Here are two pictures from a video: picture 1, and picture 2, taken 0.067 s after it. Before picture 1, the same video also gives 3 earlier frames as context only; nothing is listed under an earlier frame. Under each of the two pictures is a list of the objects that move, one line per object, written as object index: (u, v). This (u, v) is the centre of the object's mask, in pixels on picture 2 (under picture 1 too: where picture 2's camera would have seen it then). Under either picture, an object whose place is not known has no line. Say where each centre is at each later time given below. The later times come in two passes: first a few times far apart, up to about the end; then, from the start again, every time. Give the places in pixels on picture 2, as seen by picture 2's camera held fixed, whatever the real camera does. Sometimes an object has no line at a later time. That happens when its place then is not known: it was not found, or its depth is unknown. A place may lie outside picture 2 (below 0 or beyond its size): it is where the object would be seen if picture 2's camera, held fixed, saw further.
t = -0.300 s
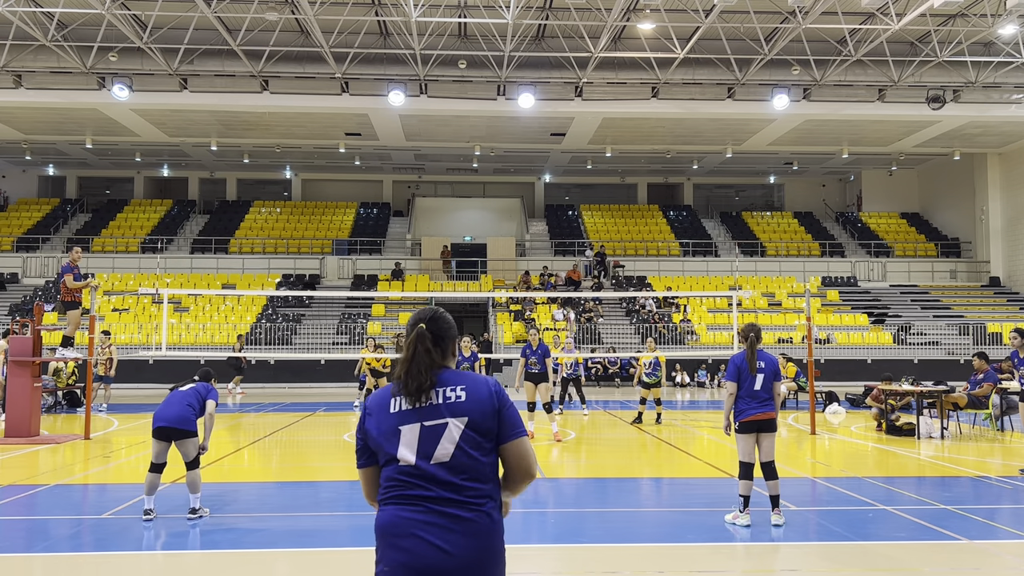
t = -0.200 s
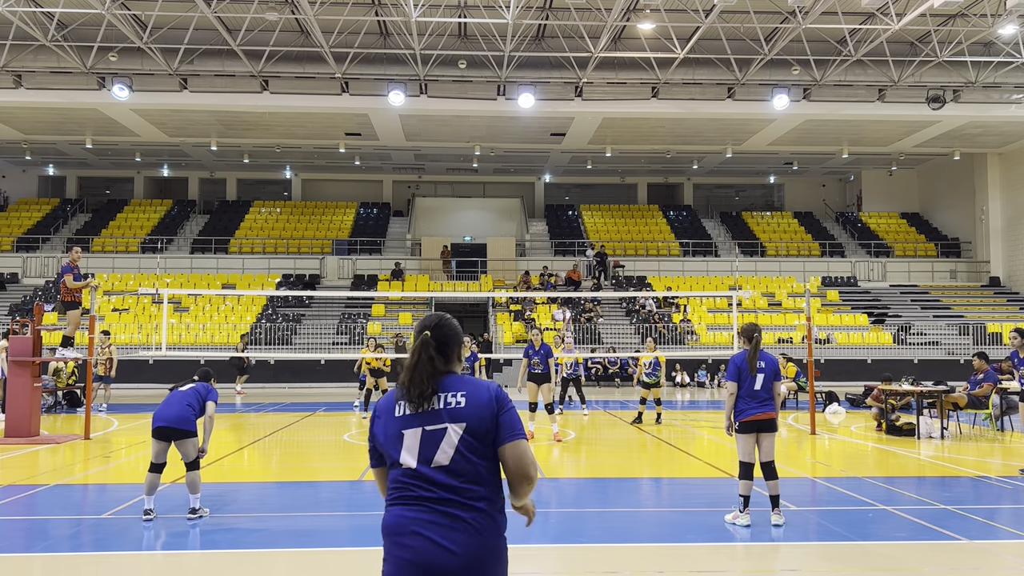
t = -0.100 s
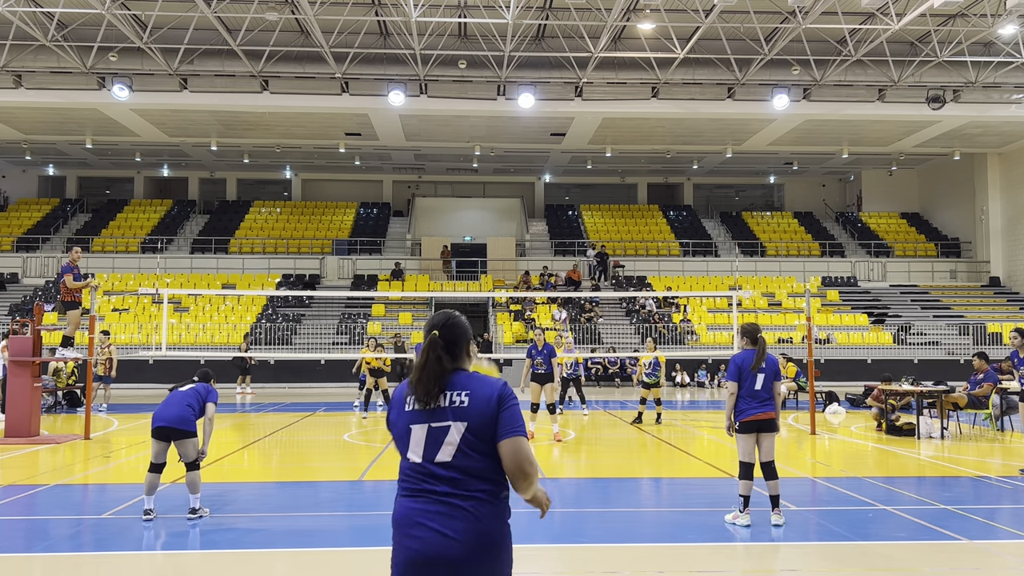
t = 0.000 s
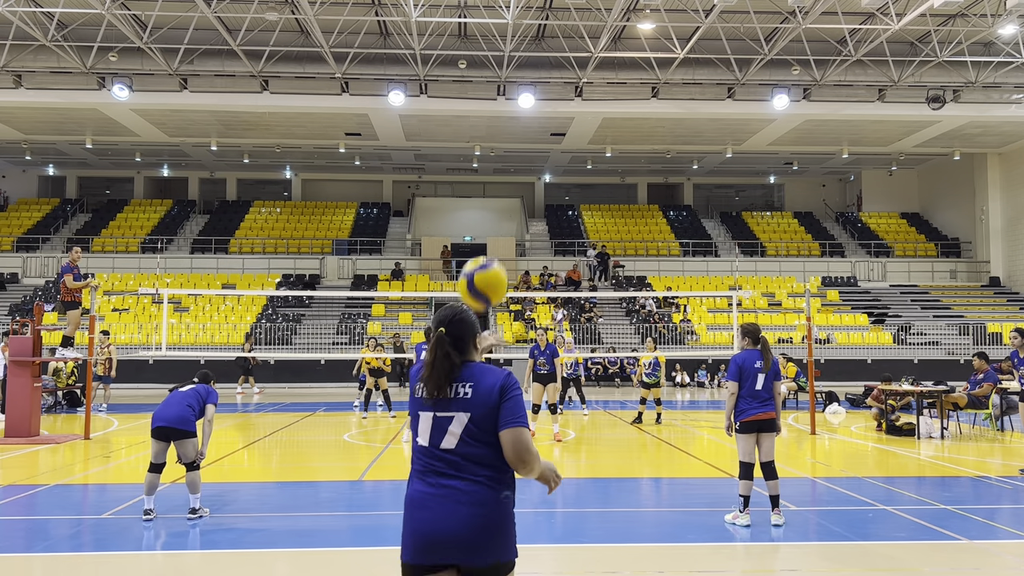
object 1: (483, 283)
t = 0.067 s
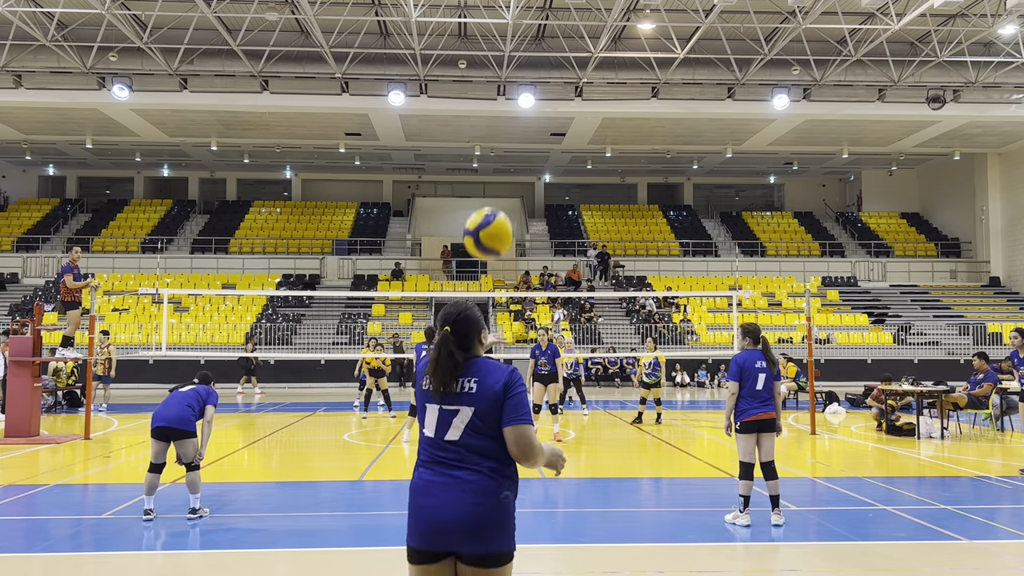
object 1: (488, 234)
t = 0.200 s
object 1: (498, 171)
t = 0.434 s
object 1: (514, 157)
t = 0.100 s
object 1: (491, 213)
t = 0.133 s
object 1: (493, 196)
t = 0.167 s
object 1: (496, 182)
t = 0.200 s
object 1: (498, 171)
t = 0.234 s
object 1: (500, 161)
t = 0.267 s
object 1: (503, 154)
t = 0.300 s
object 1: (505, 150)
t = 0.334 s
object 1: (507, 149)
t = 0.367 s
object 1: (509, 150)
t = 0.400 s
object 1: (512, 153)
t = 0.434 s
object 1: (514, 157)
